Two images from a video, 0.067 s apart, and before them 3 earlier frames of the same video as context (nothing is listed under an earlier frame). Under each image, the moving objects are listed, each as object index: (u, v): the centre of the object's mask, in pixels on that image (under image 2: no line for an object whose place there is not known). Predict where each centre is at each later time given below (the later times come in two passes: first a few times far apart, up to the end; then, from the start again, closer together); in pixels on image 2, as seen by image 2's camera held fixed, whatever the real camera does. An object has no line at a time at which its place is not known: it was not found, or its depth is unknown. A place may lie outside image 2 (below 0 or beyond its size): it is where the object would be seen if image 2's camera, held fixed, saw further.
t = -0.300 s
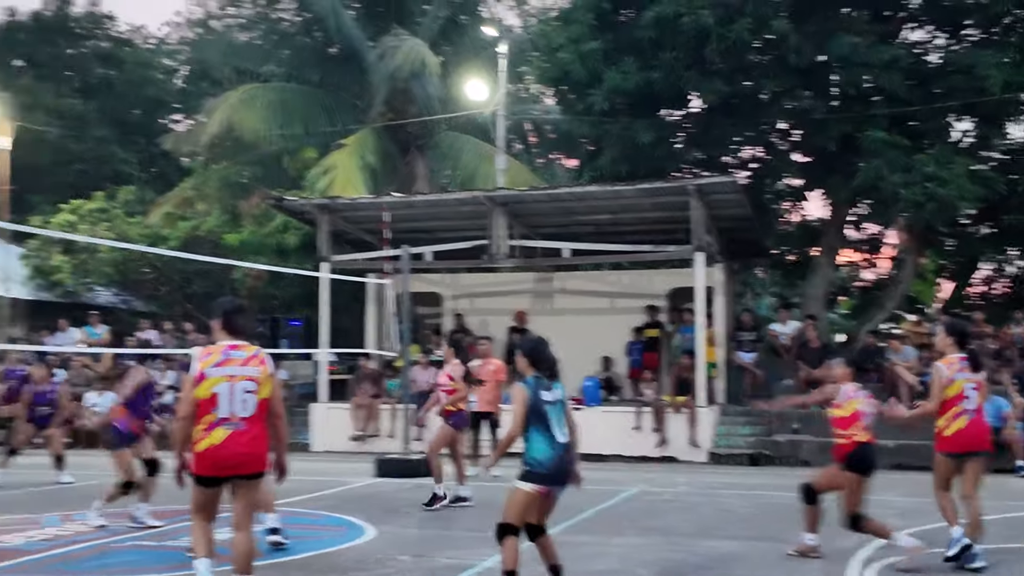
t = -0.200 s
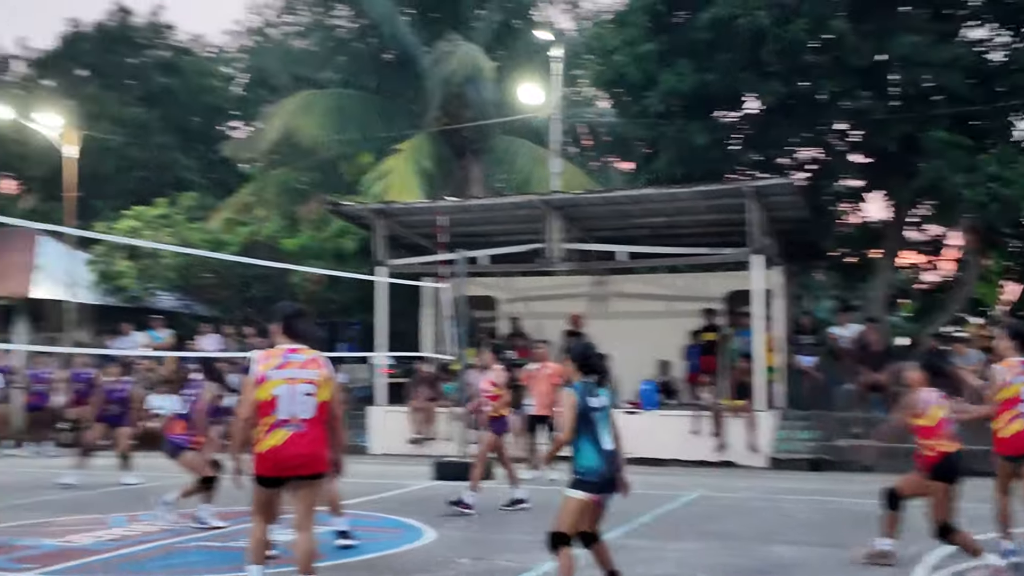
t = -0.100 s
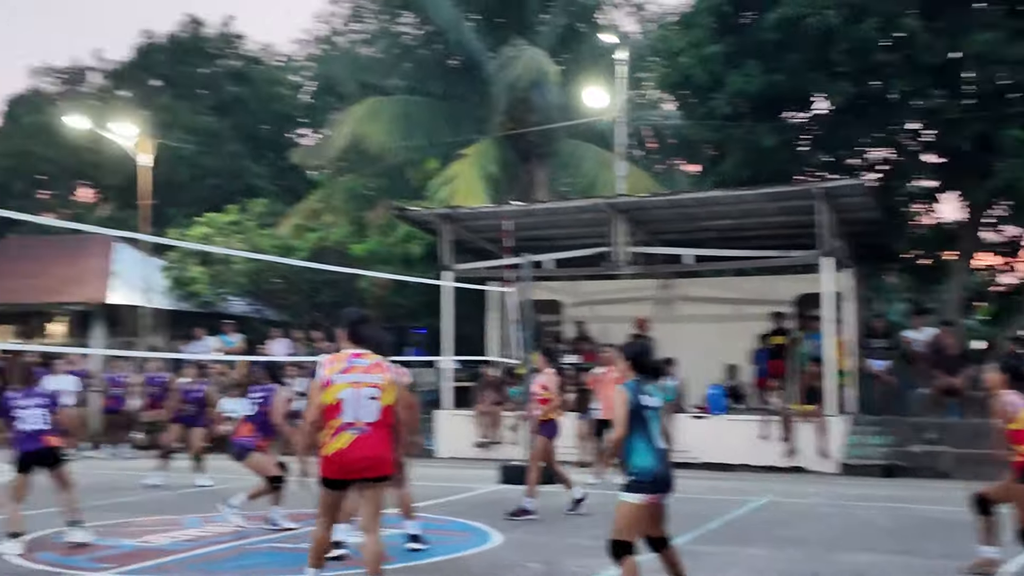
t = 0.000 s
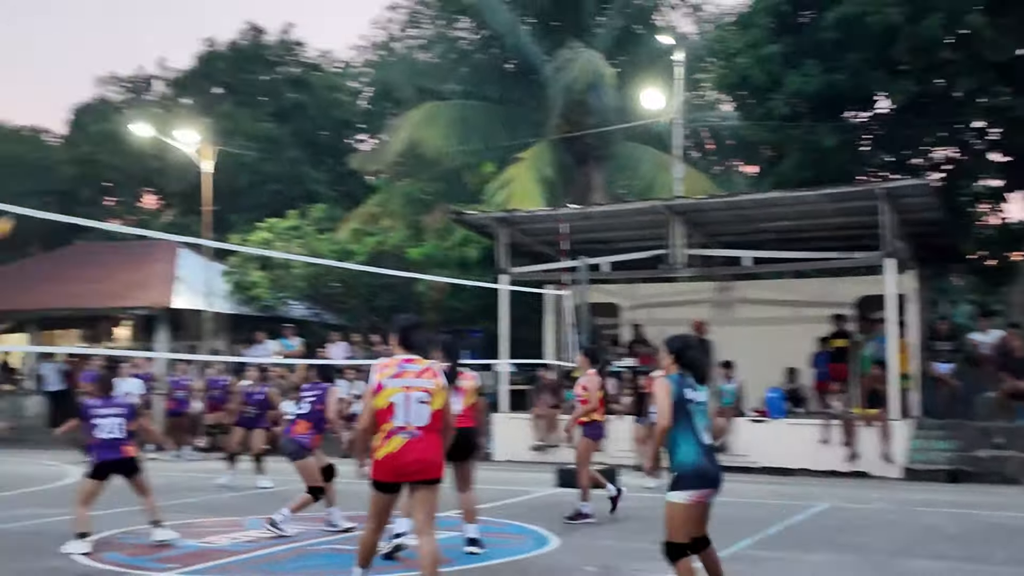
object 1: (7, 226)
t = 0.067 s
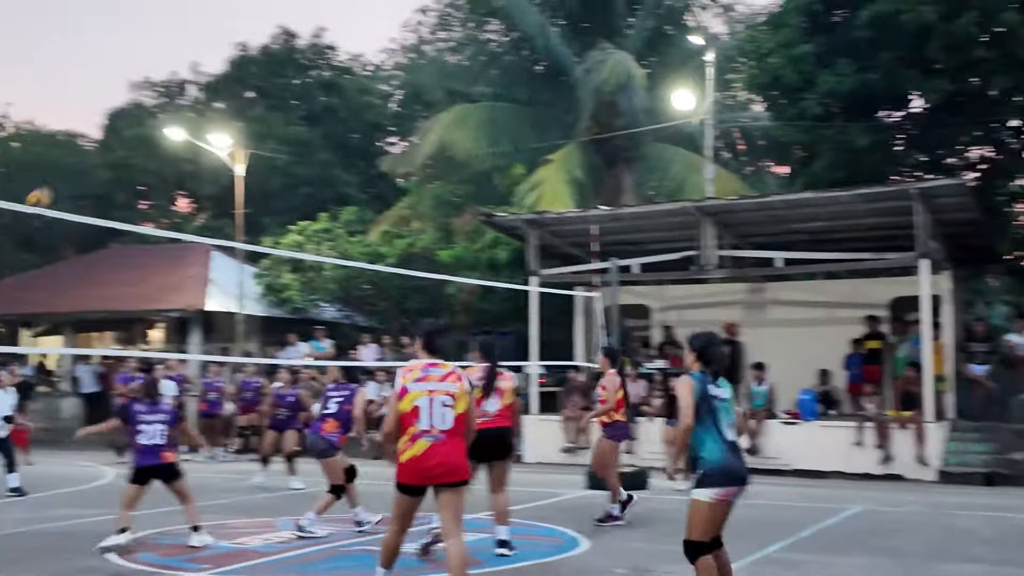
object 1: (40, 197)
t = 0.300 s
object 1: (40, 114)
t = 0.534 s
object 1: (40, 75)
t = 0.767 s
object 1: (39, 83)
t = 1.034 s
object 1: (34, 155)
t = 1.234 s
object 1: (32, 253)
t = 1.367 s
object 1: (31, 336)
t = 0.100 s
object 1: (39, 183)
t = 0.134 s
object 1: (39, 169)
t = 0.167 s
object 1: (41, 155)
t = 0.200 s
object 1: (39, 144)
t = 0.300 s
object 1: (40, 114)
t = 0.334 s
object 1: (40, 105)
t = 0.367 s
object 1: (40, 98)
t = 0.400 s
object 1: (40, 91)
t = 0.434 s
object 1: (40, 86)
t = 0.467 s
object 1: (40, 81)
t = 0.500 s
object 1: (40, 77)
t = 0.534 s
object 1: (40, 75)
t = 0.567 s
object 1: (40, 73)
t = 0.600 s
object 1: (40, 72)
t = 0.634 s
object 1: (40, 73)
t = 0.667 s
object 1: (39, 74)
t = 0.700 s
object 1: (40, 76)
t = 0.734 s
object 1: (39, 80)
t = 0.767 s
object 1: (39, 83)
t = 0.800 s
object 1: (39, 89)
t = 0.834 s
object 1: (38, 96)
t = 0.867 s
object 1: (37, 103)
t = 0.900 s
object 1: (36, 112)
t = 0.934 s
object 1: (38, 120)
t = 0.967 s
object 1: (35, 132)
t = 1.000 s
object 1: (35, 143)
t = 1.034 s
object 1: (34, 155)
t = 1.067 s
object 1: (36, 166)
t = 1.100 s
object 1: (33, 184)
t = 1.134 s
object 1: (31, 197)
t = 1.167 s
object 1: (33, 217)
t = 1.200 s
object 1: (32, 233)
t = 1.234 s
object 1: (32, 253)
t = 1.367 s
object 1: (31, 336)
